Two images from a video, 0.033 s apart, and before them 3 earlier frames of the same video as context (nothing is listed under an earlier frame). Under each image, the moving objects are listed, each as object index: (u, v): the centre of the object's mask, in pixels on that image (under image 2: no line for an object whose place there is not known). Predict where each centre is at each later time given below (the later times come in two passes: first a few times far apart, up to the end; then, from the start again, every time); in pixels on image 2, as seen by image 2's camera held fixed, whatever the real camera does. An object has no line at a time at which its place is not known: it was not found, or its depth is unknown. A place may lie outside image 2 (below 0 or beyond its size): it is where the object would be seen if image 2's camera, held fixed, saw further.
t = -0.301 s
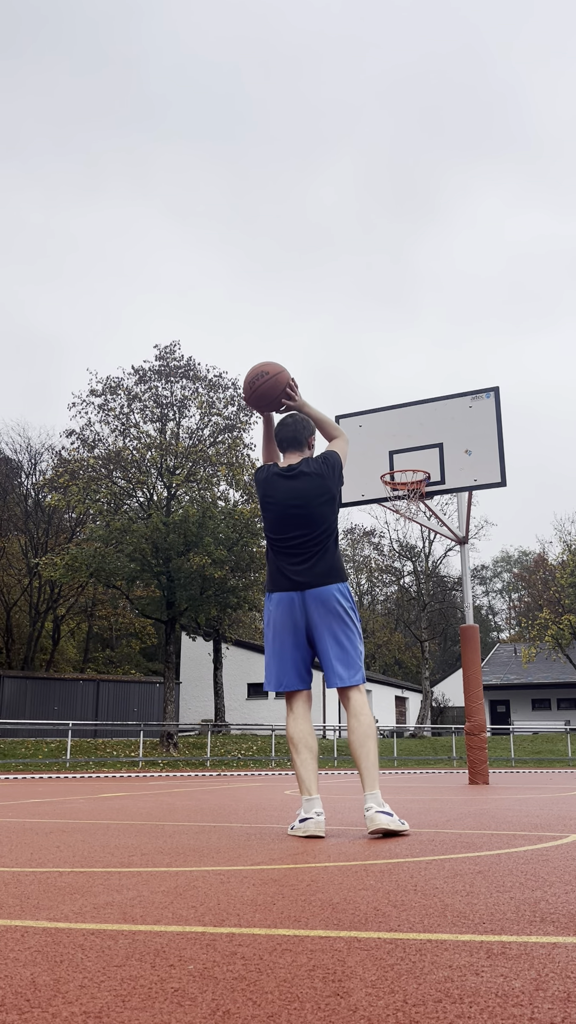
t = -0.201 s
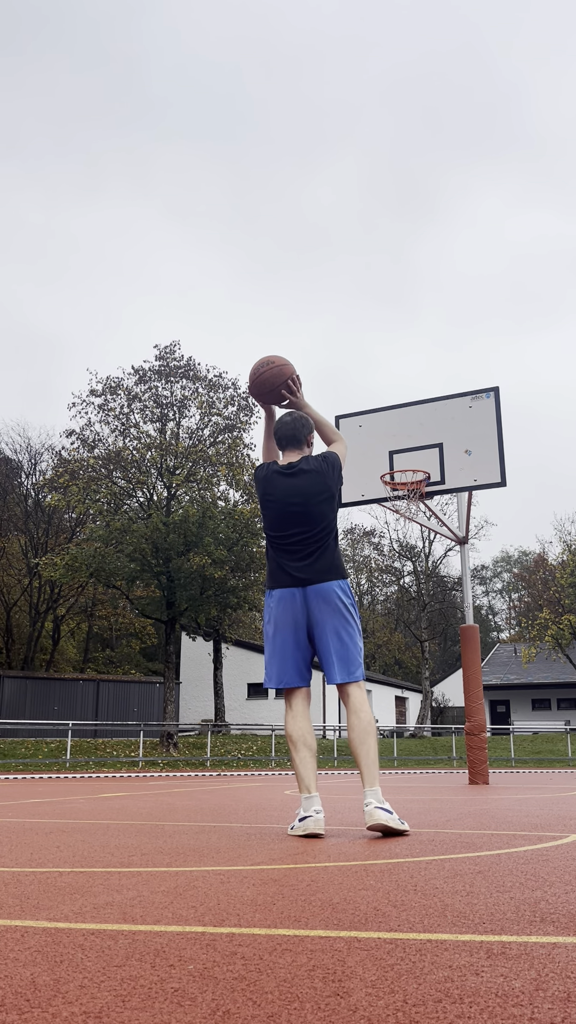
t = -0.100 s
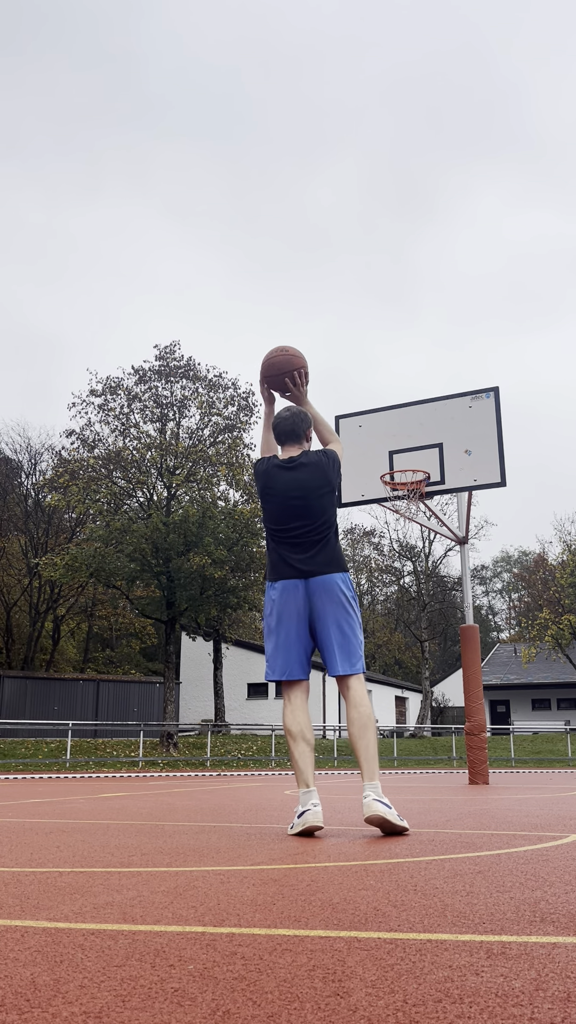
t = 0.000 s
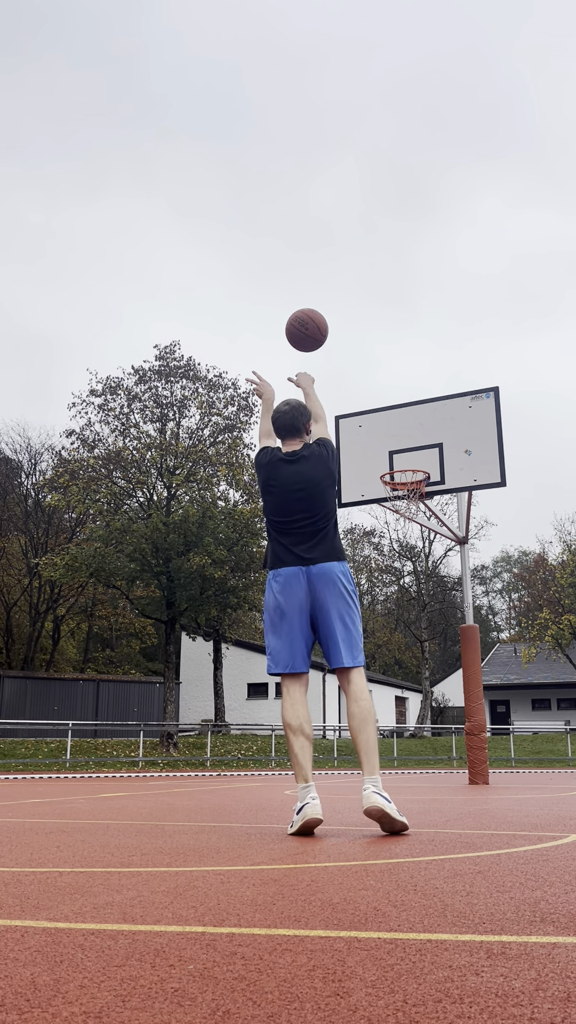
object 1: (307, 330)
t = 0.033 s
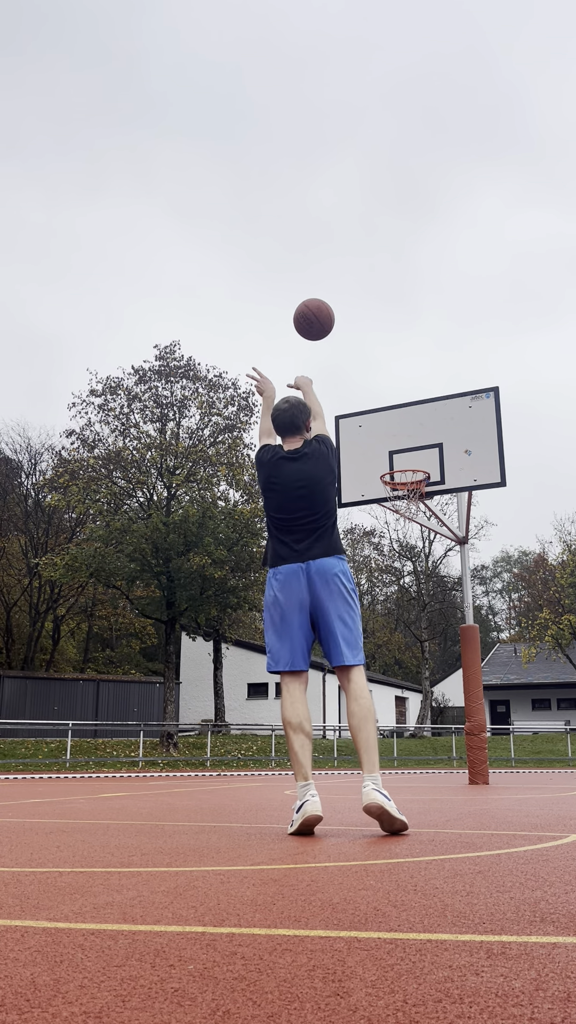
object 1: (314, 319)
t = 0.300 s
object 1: (357, 303)
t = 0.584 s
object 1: (389, 369)
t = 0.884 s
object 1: (403, 485)
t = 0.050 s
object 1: (317, 315)
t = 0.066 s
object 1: (320, 311)
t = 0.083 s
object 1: (324, 308)
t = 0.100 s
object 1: (327, 305)
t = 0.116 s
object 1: (330, 303)
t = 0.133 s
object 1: (333, 301)
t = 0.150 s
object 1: (335, 299)
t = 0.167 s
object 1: (338, 298)
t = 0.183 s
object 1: (341, 297)
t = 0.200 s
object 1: (343, 297)
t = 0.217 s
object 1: (346, 297)
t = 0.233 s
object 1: (348, 298)
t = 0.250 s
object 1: (351, 299)
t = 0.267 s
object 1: (353, 300)
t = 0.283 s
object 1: (355, 301)
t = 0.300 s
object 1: (357, 303)
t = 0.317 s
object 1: (359, 305)
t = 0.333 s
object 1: (362, 308)
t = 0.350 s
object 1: (364, 310)
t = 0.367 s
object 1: (365, 313)
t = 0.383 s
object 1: (367, 316)
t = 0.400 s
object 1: (370, 319)
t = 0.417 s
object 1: (371, 323)
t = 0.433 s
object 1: (373, 327)
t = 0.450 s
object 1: (375, 331)
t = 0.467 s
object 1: (377, 335)
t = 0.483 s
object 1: (379, 339)
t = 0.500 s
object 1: (380, 344)
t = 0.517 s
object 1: (382, 348)
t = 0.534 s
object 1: (384, 353)
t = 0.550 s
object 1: (385, 358)
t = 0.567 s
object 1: (387, 364)
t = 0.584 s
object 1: (389, 369)
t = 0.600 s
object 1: (390, 375)
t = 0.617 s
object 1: (392, 380)
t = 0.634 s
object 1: (393, 386)
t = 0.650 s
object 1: (395, 392)
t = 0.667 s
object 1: (397, 399)
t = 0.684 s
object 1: (398, 405)
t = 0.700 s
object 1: (399, 412)
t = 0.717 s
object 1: (401, 419)
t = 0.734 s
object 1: (402, 426)
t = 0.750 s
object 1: (404, 433)
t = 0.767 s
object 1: (405, 440)
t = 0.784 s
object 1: (406, 447)
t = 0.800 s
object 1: (408, 455)
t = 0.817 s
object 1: (409, 461)
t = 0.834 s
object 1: (411, 471)
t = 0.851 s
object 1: (412, 479)
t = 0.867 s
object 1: (409, 482)
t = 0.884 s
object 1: (403, 485)
